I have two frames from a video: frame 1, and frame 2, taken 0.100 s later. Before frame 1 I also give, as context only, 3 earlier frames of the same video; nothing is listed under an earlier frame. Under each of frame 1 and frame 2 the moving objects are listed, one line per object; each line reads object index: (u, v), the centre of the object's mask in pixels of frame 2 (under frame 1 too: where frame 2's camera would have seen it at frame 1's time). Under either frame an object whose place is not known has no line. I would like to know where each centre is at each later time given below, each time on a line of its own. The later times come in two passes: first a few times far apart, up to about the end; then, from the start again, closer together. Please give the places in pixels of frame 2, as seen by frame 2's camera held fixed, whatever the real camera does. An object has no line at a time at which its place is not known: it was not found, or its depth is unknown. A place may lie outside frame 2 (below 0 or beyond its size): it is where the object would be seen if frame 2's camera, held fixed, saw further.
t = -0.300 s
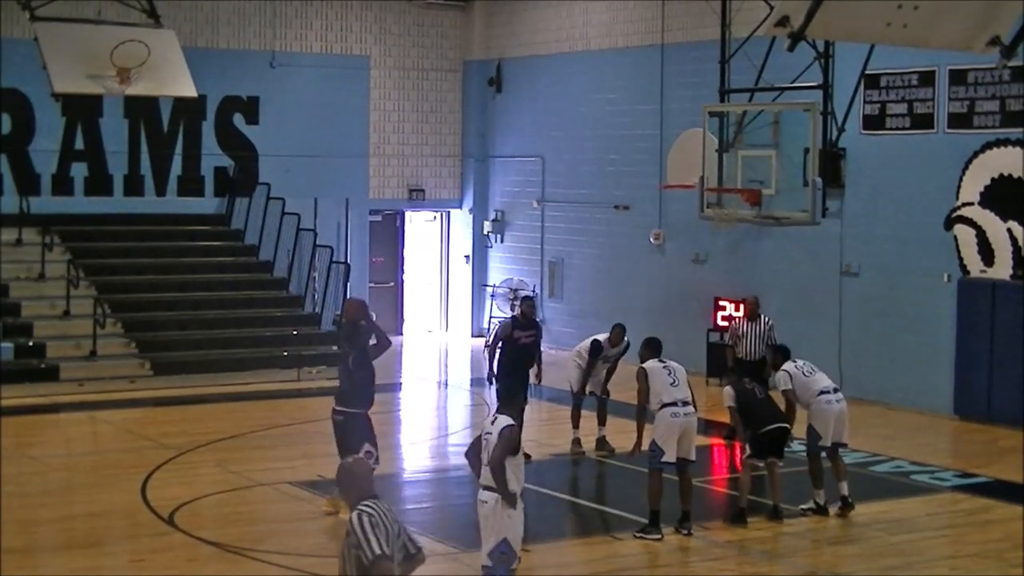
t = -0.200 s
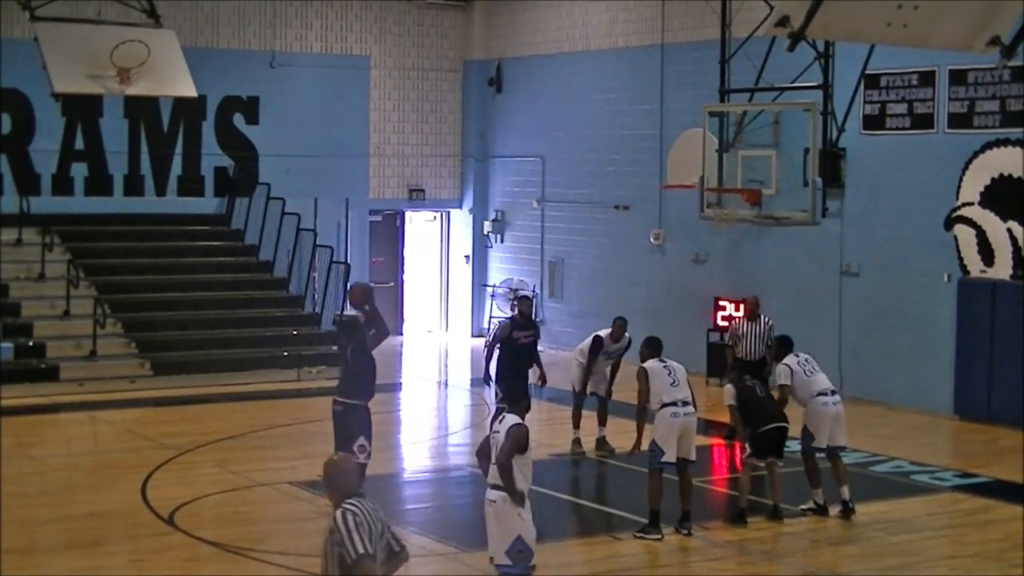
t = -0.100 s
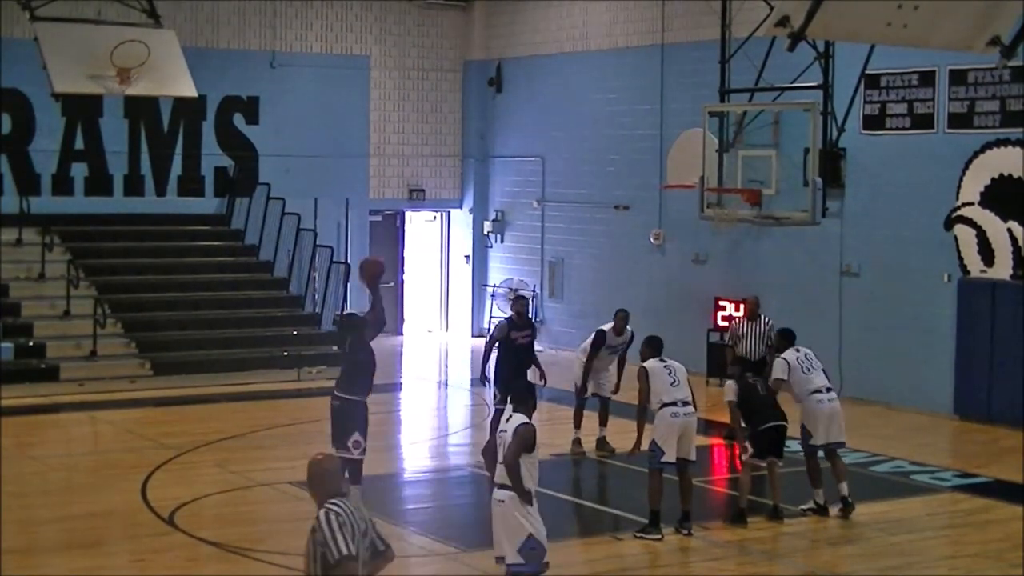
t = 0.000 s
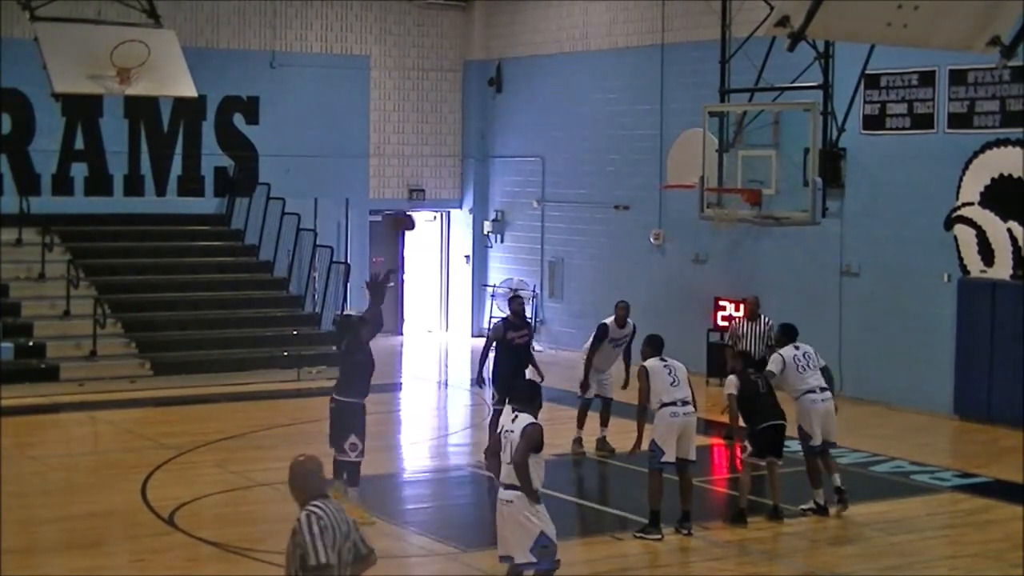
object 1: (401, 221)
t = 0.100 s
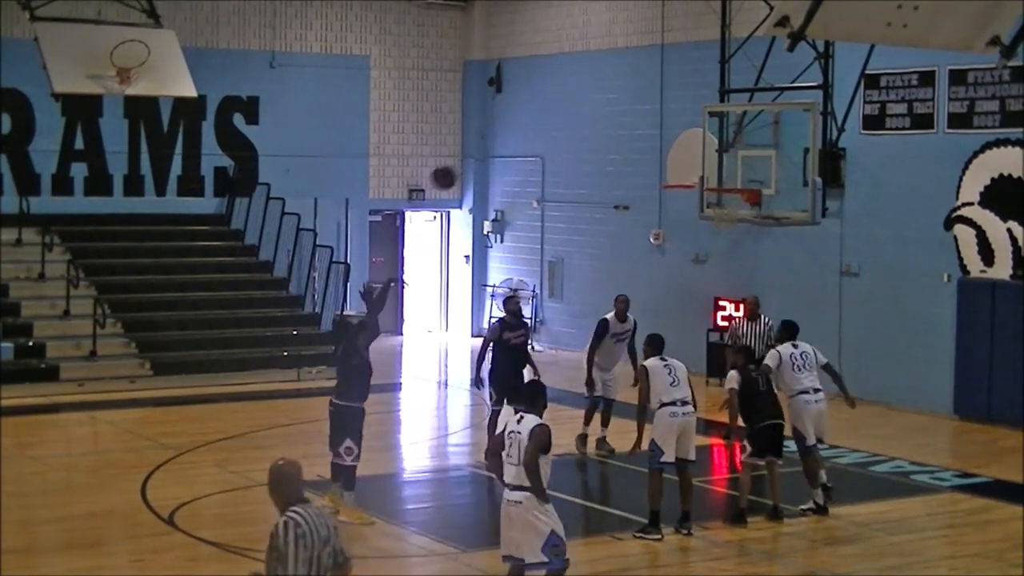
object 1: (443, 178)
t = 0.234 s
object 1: (494, 137)
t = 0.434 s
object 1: (567, 111)
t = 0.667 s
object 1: (644, 131)
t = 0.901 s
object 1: (691, 172)
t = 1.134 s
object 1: (643, 159)
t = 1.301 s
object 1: (609, 179)
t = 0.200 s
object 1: (482, 145)
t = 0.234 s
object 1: (494, 137)
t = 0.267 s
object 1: (507, 129)
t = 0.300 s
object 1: (519, 124)
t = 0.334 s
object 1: (532, 119)
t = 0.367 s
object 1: (543, 115)
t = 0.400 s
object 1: (555, 113)
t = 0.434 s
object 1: (567, 111)
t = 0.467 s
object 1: (578, 111)
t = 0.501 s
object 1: (590, 111)
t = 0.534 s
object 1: (601, 113)
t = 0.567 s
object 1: (612, 116)
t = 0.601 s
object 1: (623, 120)
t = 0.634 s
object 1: (634, 125)
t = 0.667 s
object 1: (644, 131)
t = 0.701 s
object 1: (654, 138)
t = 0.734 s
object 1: (665, 146)
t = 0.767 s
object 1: (675, 154)
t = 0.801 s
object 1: (685, 164)
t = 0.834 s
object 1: (694, 175)
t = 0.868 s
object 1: (697, 178)
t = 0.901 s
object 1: (691, 172)
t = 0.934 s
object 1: (684, 167)
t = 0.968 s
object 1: (677, 163)
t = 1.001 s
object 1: (670, 160)
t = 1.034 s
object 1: (664, 158)
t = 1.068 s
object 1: (657, 158)
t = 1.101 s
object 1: (650, 157)
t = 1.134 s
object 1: (643, 159)
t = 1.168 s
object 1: (637, 160)
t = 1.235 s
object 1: (623, 168)
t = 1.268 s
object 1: (616, 173)
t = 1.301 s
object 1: (609, 179)
